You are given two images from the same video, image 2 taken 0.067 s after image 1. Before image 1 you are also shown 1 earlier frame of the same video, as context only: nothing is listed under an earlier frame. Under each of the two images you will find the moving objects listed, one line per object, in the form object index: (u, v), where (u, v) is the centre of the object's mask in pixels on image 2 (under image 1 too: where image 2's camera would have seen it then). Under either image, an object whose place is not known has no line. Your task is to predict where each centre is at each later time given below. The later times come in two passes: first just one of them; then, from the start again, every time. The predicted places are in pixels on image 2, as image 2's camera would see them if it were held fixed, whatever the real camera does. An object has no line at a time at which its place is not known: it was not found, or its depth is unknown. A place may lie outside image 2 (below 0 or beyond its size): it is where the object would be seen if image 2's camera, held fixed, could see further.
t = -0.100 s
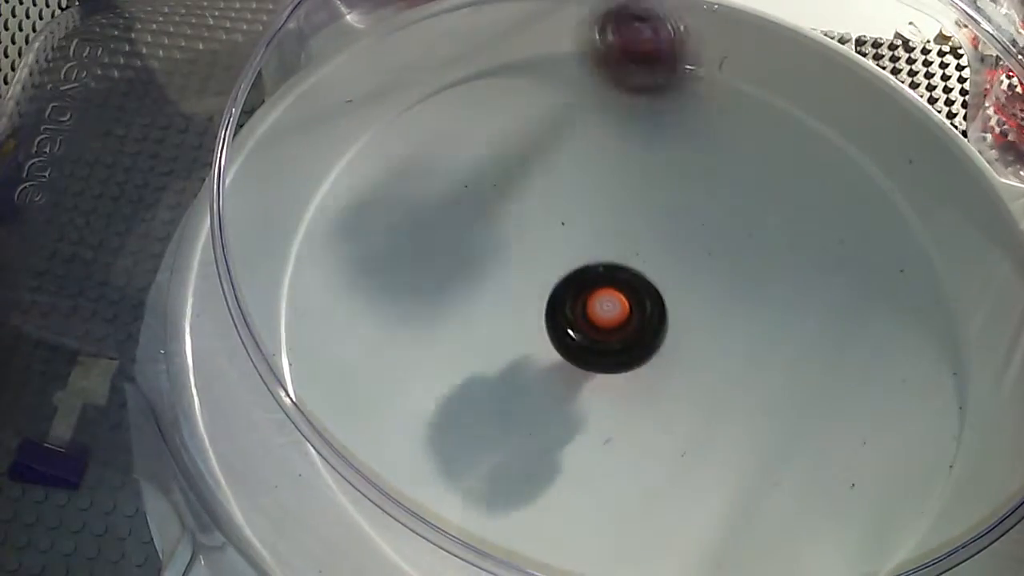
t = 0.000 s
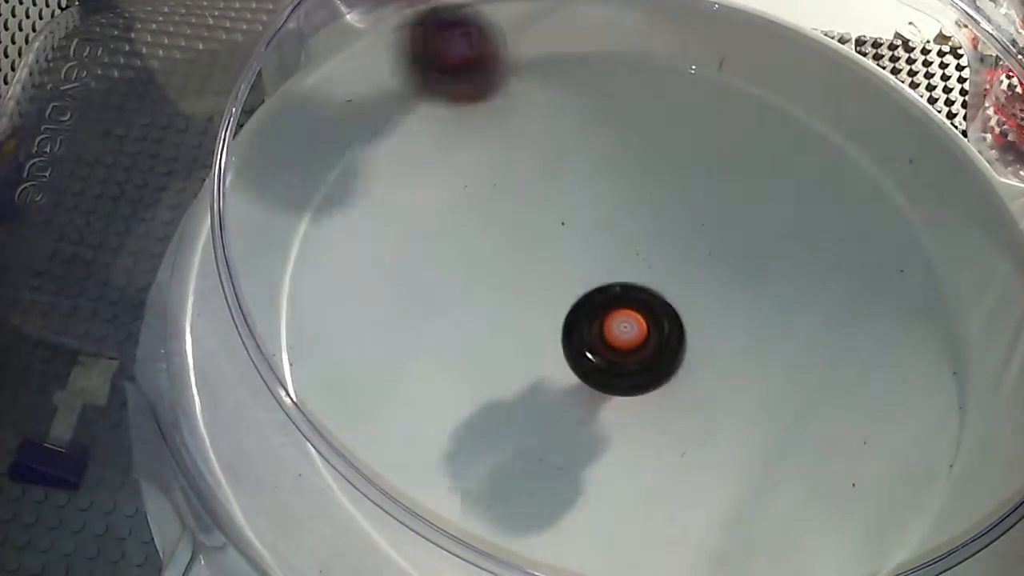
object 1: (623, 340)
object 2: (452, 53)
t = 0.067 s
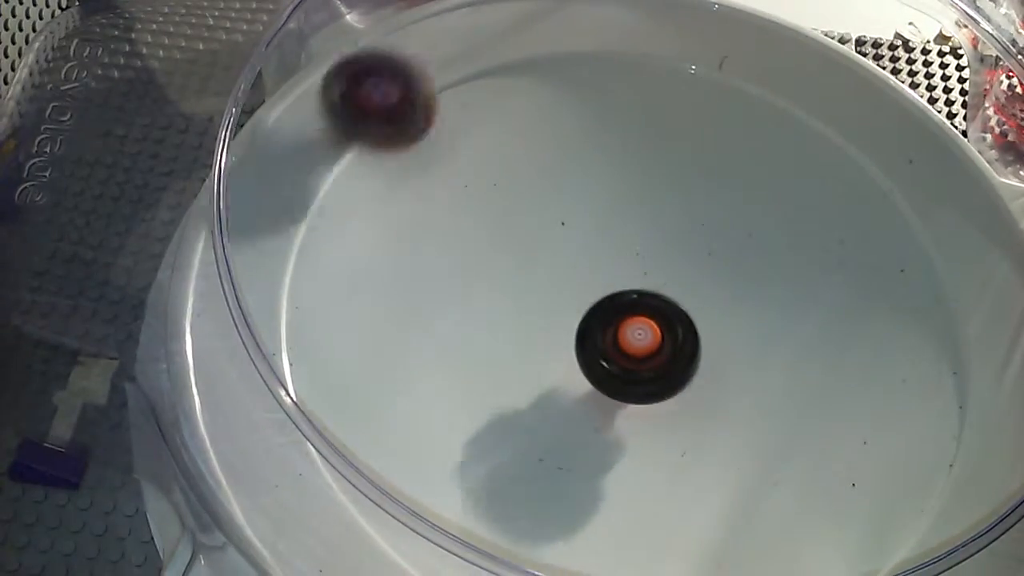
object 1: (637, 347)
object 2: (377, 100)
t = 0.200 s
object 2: (414, 288)
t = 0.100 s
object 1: (643, 351)
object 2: (359, 139)
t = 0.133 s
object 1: (647, 353)
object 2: (360, 185)
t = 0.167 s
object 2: (379, 237)
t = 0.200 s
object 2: (414, 288)
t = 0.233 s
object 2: (466, 335)
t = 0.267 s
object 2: (531, 374)
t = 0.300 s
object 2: (494, 396)
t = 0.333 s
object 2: (452, 418)
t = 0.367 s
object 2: (433, 438)
